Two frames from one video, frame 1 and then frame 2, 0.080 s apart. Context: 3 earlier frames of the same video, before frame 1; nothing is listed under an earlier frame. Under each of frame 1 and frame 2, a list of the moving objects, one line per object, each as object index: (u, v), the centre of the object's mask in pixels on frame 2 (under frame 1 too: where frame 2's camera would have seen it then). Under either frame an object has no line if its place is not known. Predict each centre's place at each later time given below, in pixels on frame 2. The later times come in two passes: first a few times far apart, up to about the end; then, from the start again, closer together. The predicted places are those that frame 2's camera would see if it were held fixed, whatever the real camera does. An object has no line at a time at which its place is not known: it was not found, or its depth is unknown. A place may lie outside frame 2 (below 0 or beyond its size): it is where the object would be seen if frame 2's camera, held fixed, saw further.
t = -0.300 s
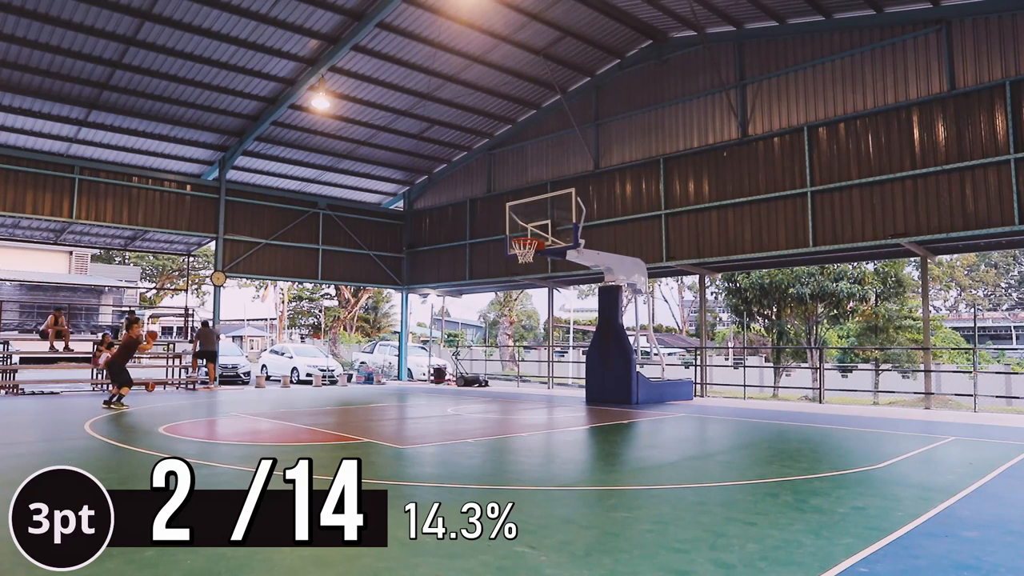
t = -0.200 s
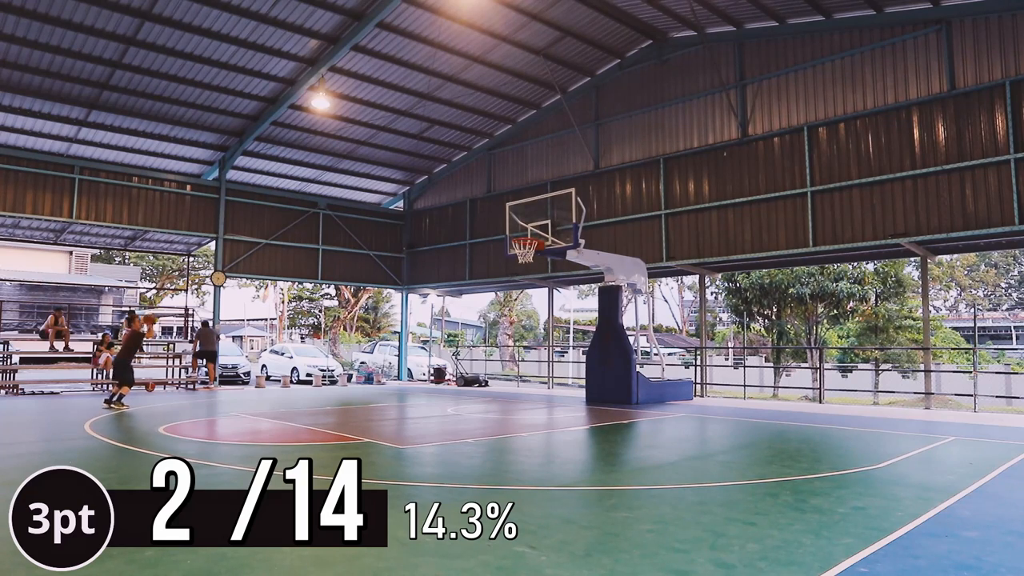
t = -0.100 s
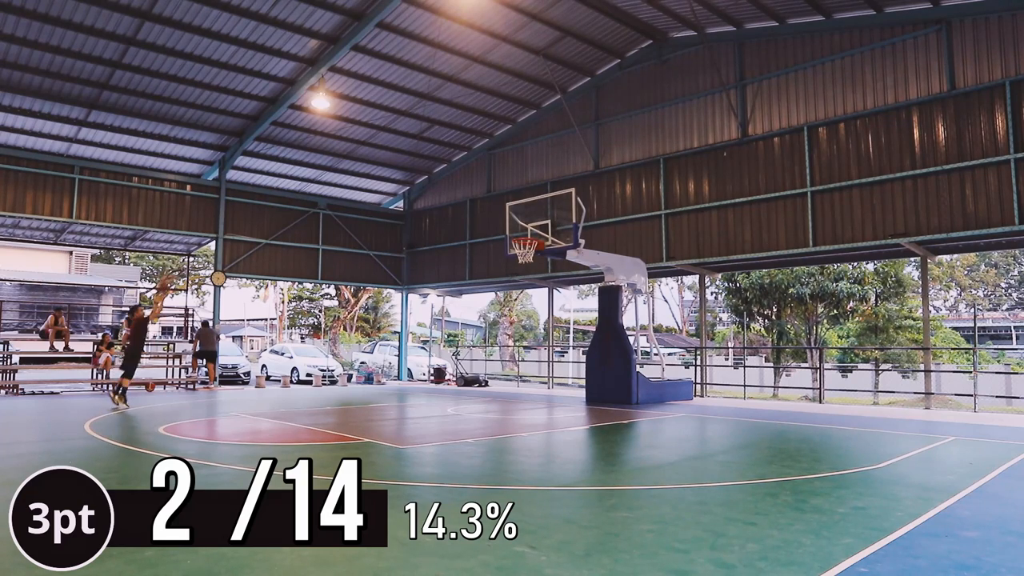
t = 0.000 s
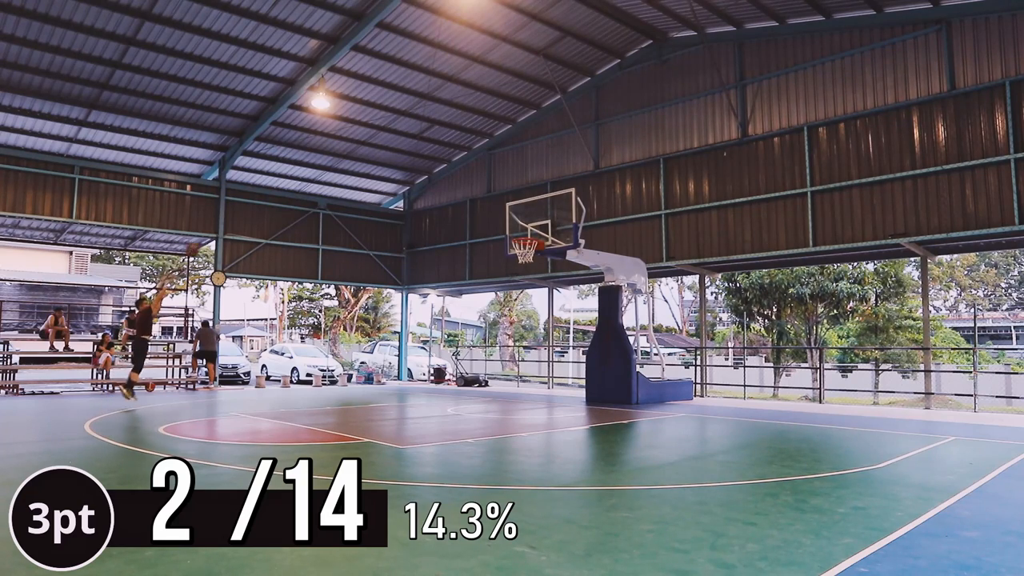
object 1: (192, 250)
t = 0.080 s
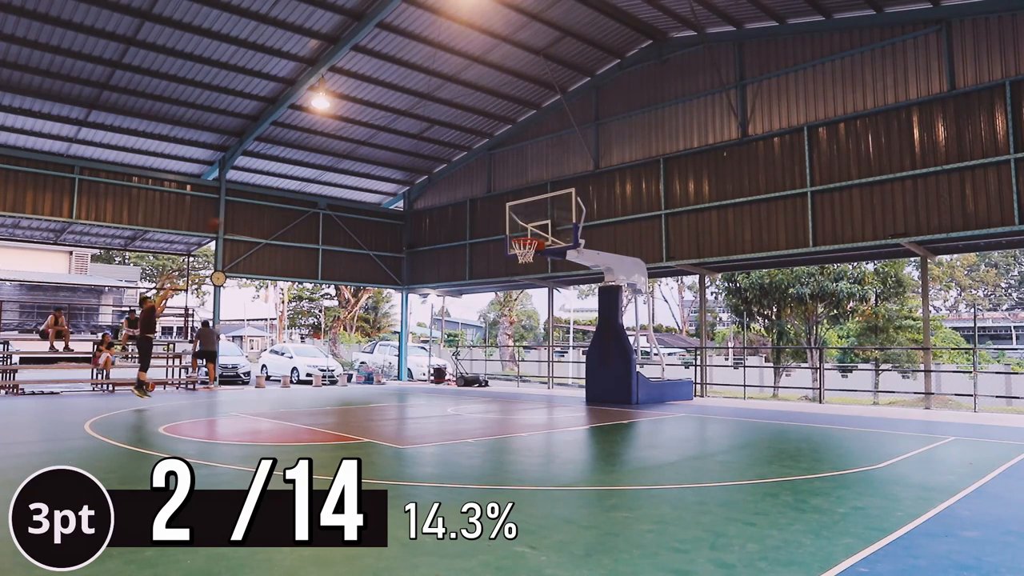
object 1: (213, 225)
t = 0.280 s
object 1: (269, 176)
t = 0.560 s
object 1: (344, 144)
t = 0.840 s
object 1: (416, 152)
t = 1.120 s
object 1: (487, 200)
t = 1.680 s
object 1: (593, 332)
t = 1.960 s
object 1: (625, 382)
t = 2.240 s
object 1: (627, 321)
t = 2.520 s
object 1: (630, 303)
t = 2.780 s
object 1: (634, 322)
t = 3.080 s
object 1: (637, 386)
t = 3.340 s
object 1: (645, 357)
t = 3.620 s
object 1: (653, 336)
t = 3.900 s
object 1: (662, 351)
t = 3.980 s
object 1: (665, 363)
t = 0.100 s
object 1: (220, 218)
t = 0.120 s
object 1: (226, 212)
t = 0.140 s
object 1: (231, 206)
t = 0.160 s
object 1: (237, 200)
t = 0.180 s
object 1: (243, 197)
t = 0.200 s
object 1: (249, 192)
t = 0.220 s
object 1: (253, 189)
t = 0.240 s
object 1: (258, 183)
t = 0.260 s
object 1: (264, 180)
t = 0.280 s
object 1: (269, 176)
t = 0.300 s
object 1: (274, 173)
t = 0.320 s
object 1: (280, 170)
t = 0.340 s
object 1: (286, 165)
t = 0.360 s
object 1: (292, 163)
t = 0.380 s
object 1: (297, 160)
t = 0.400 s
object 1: (302, 157)
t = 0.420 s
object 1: (307, 155)
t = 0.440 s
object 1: (313, 152)
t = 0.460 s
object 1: (319, 150)
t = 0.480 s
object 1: (324, 148)
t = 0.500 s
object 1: (328, 147)
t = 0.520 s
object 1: (333, 146)
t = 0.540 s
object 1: (338, 145)
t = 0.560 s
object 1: (344, 144)
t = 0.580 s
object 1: (350, 143)
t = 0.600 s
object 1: (355, 143)
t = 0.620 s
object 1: (360, 143)
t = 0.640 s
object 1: (365, 143)
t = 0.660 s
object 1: (371, 142)
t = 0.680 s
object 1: (377, 142)
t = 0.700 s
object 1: (381, 142)
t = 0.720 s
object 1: (387, 143)
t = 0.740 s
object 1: (391, 144)
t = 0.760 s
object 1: (396, 146)
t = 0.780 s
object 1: (402, 147)
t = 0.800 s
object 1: (408, 148)
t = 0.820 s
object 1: (413, 150)
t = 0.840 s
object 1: (416, 152)
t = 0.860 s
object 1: (422, 154)
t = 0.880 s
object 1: (429, 157)
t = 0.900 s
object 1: (433, 159)
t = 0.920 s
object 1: (438, 162)
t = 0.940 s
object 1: (442, 164)
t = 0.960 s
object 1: (449, 167)
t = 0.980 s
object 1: (453, 170)
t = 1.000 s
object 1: (458, 174)
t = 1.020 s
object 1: (463, 179)
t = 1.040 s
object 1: (467, 183)
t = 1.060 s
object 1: (473, 187)
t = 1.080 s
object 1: (478, 191)
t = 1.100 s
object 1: (483, 195)
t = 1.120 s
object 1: (487, 200)
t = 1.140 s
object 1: (493, 206)
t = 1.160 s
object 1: (498, 211)
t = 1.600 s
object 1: (579, 308)
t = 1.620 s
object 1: (582, 313)
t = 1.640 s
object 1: (586, 320)
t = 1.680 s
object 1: (593, 332)
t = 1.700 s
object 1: (595, 338)
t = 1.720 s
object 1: (598, 343)
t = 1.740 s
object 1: (601, 350)
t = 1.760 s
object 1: (604, 356)
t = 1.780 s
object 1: (607, 363)
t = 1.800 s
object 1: (610, 371)
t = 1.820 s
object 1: (613, 378)
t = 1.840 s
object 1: (616, 386)
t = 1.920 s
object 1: (624, 394)
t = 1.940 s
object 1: (624, 387)
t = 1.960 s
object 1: (625, 382)
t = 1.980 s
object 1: (624, 376)
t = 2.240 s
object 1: (627, 321)
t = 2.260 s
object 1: (627, 318)
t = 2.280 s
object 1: (628, 316)
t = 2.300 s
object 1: (628, 314)
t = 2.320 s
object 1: (628, 312)
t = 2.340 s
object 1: (628, 310)
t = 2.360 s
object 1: (628, 308)
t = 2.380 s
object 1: (629, 307)
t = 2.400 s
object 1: (629, 306)
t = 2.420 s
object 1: (629, 305)
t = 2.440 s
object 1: (629, 304)
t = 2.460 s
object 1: (629, 303)
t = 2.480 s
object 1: (629, 303)
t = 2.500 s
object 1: (630, 303)
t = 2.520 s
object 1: (630, 303)
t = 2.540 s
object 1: (630, 303)
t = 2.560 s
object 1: (631, 304)
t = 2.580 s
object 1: (631, 304)
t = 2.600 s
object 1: (631, 305)
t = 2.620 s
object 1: (631, 306)
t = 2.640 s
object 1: (631, 307)
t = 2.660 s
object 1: (632, 308)
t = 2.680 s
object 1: (632, 310)
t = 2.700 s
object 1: (632, 312)
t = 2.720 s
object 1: (632, 315)
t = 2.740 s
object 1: (633, 317)
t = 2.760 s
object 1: (633, 319)
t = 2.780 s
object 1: (634, 322)
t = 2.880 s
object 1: (634, 338)
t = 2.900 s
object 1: (635, 342)
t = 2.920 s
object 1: (635, 346)
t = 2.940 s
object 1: (635, 350)
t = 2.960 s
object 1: (636, 354)
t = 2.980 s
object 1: (636, 358)
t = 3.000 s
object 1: (636, 364)
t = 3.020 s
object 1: (637, 370)
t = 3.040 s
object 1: (637, 376)
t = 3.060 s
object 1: (637, 380)
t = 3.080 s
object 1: (637, 386)
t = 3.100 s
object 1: (637, 392)
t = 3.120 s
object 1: (638, 397)
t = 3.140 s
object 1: (638, 400)
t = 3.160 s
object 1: (639, 395)
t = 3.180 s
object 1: (639, 391)
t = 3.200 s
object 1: (640, 385)
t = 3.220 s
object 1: (640, 380)
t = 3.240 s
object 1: (640, 377)
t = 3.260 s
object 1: (641, 373)
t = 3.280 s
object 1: (642, 369)
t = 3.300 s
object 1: (643, 365)
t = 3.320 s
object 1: (643, 362)
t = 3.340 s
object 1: (645, 357)
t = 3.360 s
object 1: (645, 356)
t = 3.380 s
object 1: (645, 354)
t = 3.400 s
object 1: (646, 350)
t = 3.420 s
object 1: (647, 349)
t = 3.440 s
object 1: (647, 346)
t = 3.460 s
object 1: (649, 344)
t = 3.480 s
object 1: (649, 341)
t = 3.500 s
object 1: (650, 341)
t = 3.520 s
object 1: (650, 339)
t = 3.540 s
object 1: (651, 338)
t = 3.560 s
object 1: (651, 338)
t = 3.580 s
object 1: (652, 337)
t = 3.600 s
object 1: (652, 337)
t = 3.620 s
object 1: (653, 336)
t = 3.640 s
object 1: (653, 336)
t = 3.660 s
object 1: (654, 336)
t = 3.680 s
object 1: (654, 336)
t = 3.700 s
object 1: (655, 336)
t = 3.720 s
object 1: (656, 336)
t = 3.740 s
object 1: (656, 337)
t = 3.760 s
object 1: (657, 338)
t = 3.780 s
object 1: (658, 340)
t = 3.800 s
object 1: (659, 341)
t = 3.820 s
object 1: (659, 342)
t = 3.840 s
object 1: (660, 344)
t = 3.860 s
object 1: (660, 346)
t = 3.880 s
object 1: (661, 349)
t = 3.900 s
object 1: (662, 351)
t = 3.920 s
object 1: (663, 354)
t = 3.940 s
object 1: (663, 358)
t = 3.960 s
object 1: (664, 360)
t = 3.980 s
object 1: (665, 363)
